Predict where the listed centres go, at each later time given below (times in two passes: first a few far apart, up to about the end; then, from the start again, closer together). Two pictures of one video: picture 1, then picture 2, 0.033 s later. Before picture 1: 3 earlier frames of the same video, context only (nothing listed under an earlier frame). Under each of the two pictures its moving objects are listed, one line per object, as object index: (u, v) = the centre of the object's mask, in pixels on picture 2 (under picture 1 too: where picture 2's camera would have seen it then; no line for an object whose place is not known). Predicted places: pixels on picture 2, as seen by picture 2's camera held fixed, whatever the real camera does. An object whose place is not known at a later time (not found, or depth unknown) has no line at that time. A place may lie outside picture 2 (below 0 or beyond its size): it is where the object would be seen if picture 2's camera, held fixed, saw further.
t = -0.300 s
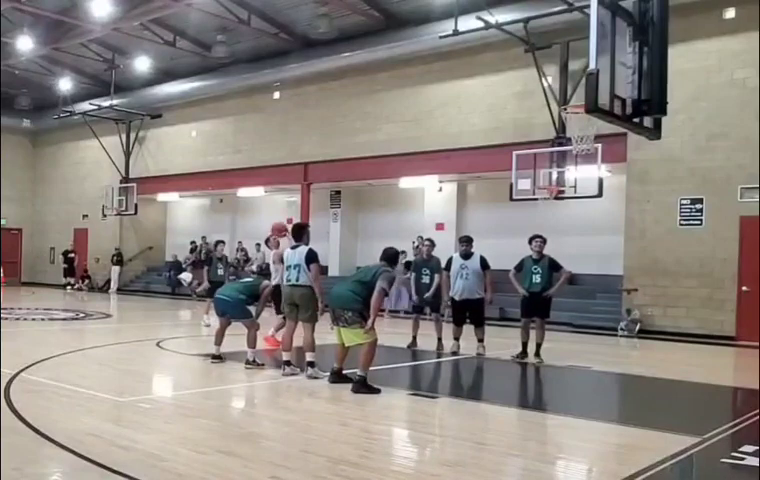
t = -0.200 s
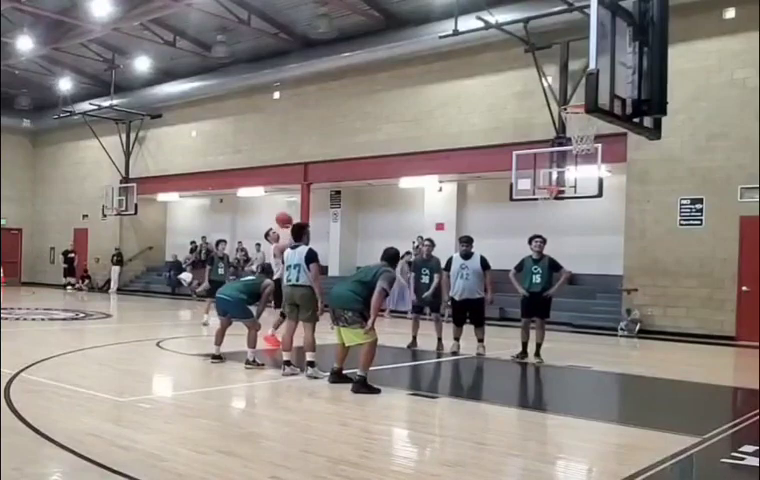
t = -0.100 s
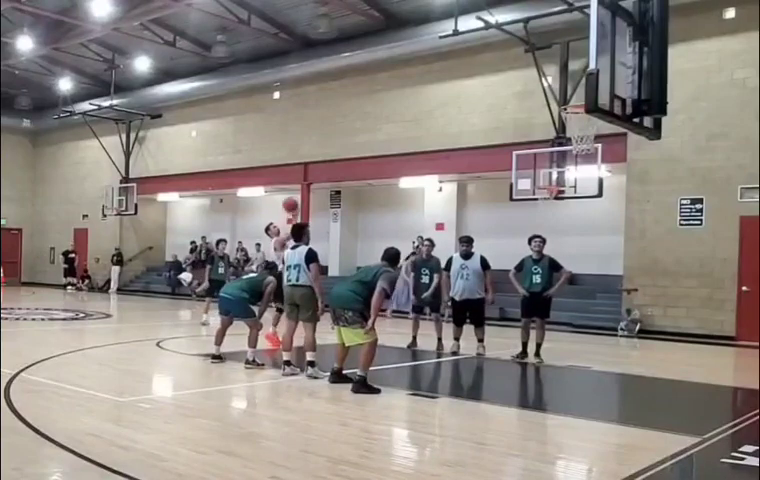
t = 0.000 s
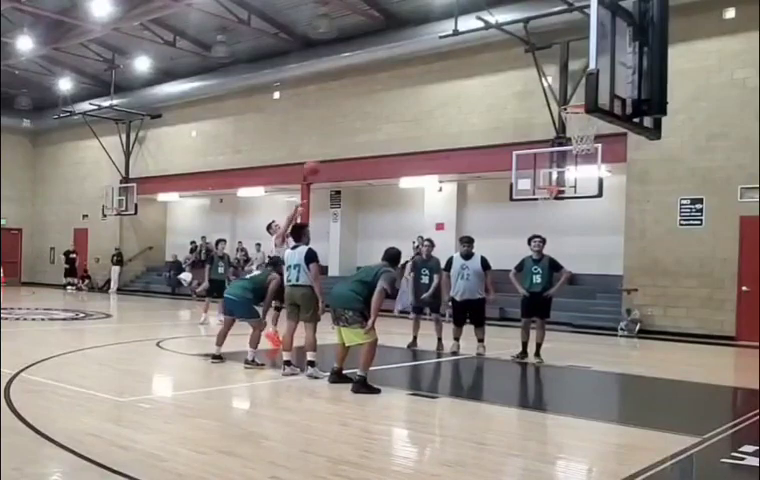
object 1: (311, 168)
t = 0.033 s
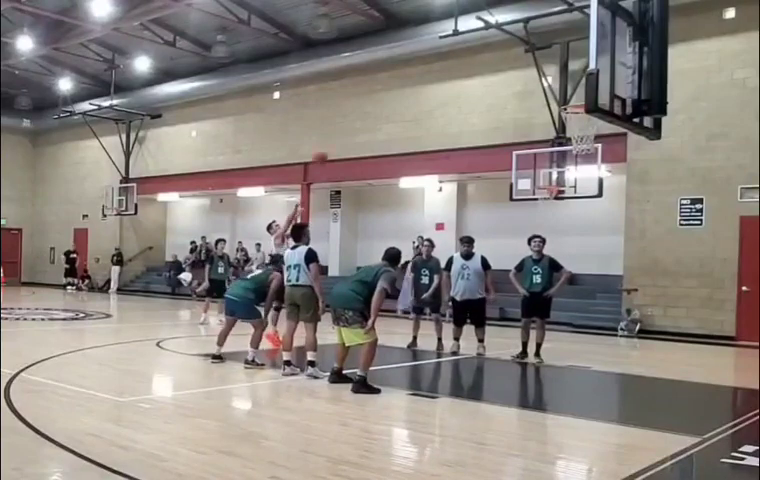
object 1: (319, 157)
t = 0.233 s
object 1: (371, 102)
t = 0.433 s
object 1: (428, 68)
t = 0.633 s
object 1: (492, 63)
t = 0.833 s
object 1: (564, 93)
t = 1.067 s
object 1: (602, 136)
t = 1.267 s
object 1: (590, 179)
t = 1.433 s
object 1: (580, 240)
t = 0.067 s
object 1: (327, 148)
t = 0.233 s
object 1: (371, 102)
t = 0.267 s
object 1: (380, 95)
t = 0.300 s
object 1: (390, 88)
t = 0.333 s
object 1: (399, 81)
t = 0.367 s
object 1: (409, 77)
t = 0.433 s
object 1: (428, 68)
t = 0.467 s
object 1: (438, 65)
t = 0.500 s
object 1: (449, 63)
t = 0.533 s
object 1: (459, 61)
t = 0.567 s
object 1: (469, 61)
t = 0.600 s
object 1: (481, 61)
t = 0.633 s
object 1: (492, 63)
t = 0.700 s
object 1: (515, 69)
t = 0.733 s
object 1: (526, 74)
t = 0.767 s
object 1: (538, 79)
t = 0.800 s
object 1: (550, 86)
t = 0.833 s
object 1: (564, 93)
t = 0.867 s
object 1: (573, 98)
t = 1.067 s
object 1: (602, 136)
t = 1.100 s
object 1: (600, 141)
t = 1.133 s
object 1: (600, 145)
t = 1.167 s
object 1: (597, 151)
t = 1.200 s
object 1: (598, 153)
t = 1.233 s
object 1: (594, 170)
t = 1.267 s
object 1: (590, 179)
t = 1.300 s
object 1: (588, 189)
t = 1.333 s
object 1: (586, 200)
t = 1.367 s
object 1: (583, 212)
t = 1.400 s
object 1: (582, 226)
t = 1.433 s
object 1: (580, 240)
